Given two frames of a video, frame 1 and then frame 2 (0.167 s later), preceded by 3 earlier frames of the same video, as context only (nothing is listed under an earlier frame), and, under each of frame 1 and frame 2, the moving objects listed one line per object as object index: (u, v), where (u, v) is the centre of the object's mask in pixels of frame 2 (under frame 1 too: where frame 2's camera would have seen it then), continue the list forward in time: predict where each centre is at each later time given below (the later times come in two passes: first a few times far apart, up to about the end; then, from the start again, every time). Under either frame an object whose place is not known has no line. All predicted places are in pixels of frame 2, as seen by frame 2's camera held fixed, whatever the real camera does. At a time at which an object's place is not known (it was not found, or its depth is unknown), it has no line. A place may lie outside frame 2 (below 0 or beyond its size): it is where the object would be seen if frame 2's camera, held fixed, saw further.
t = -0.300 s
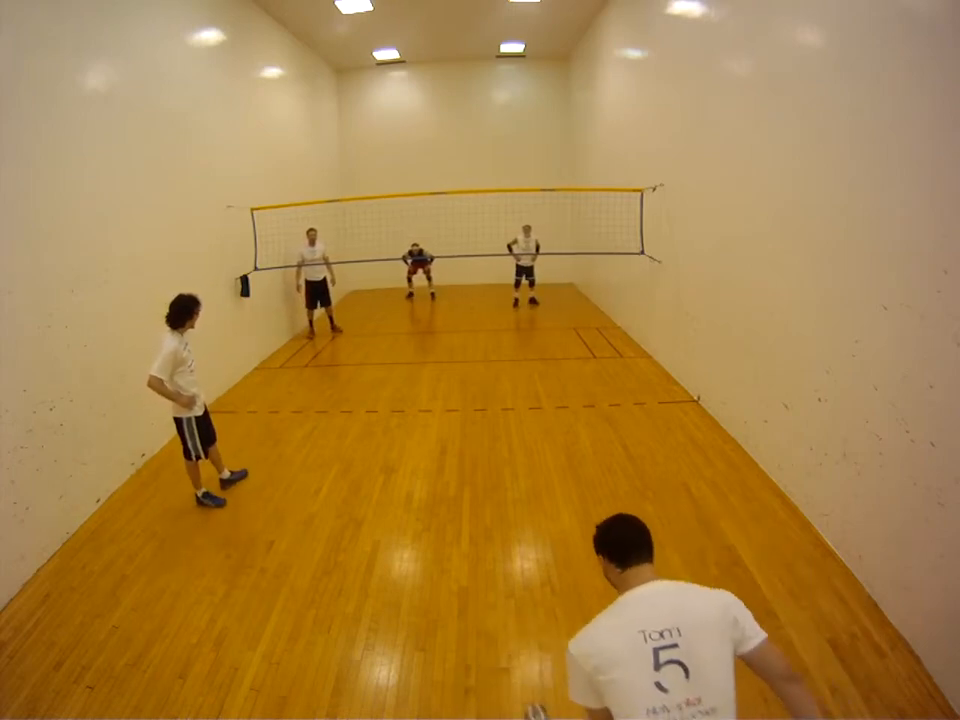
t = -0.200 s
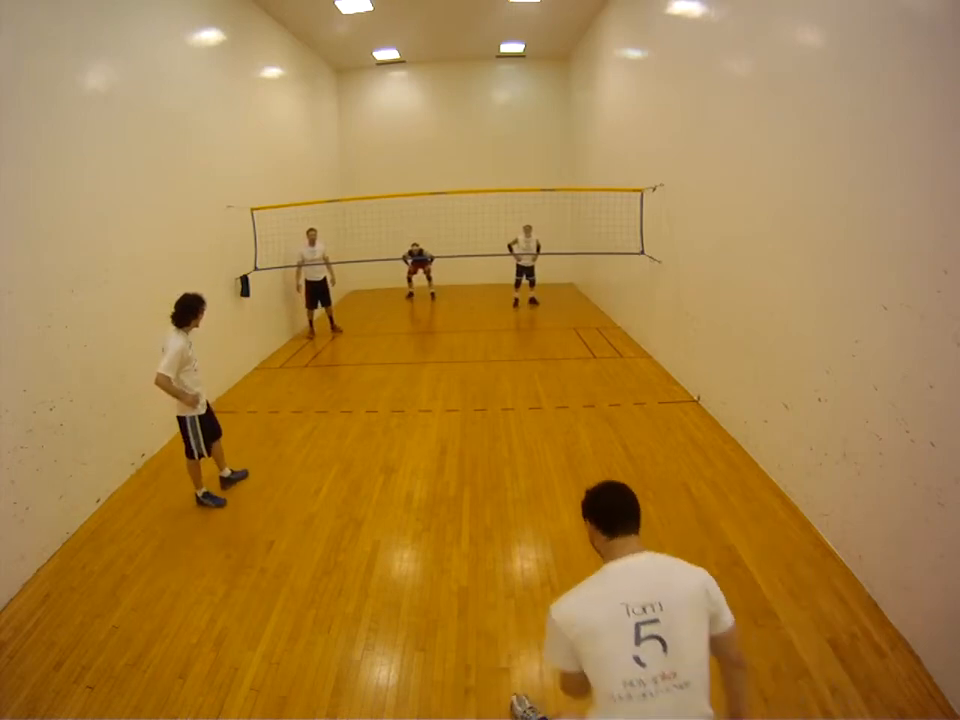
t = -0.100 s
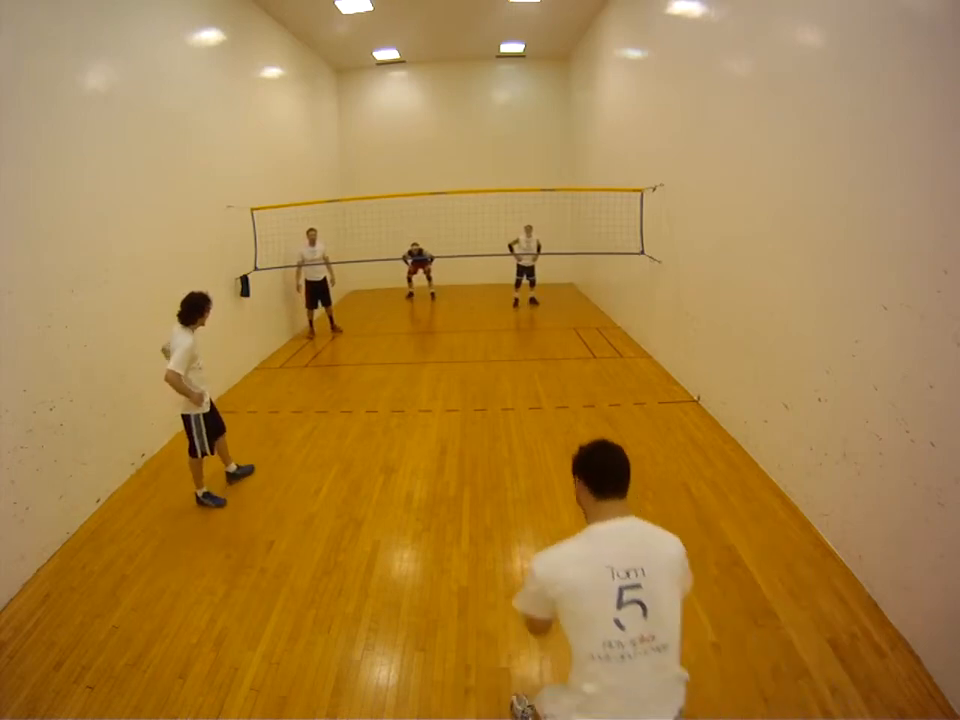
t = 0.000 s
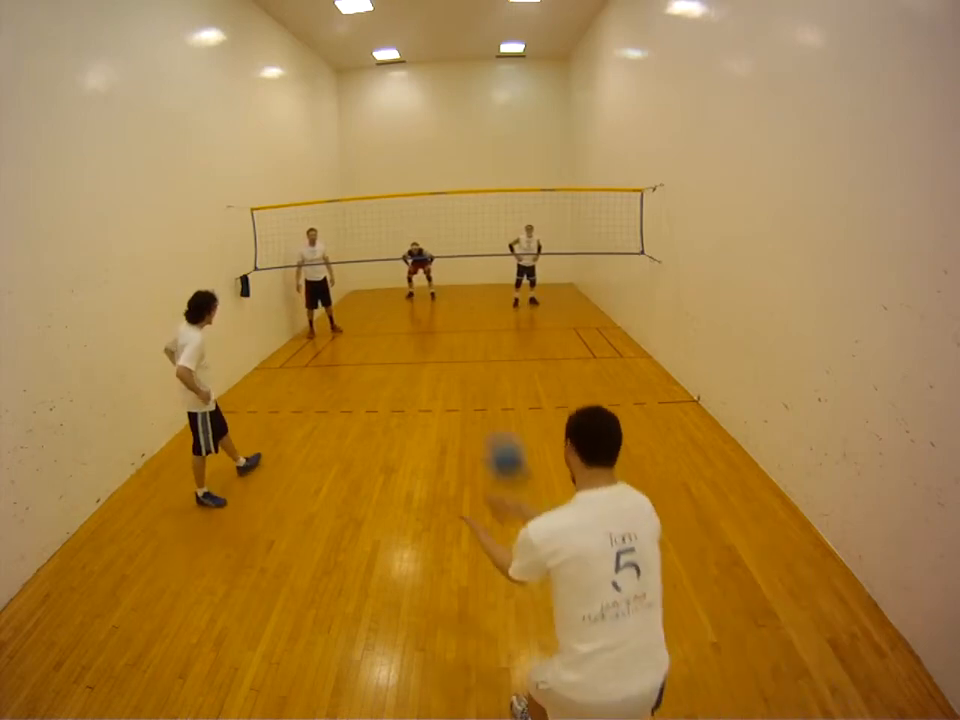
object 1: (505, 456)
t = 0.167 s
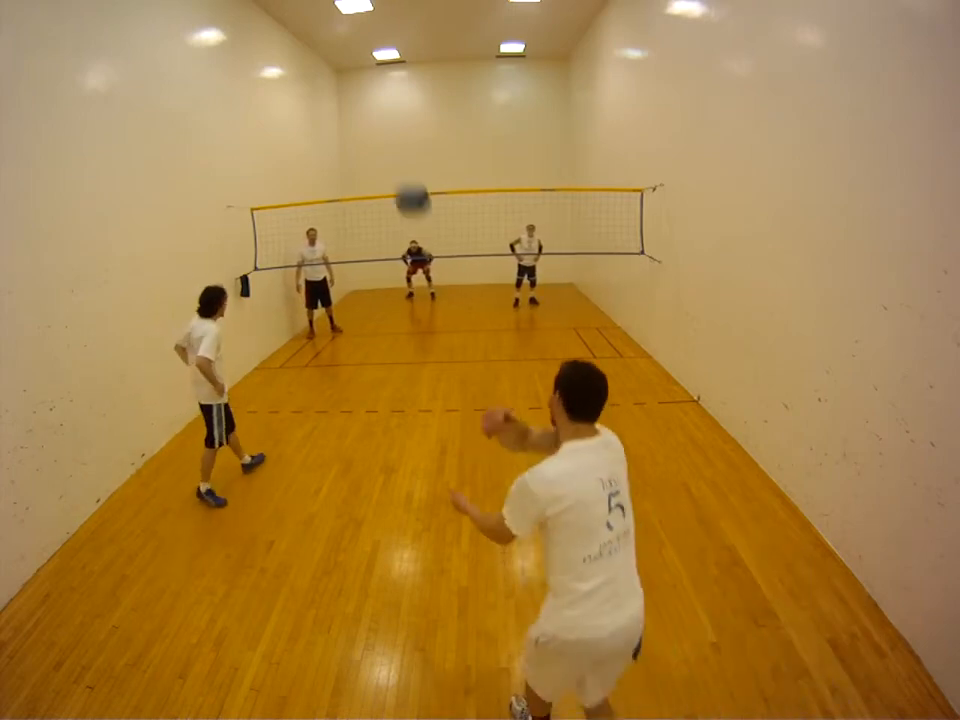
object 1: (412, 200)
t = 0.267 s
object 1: (383, 129)
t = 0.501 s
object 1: (353, 76)
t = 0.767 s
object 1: (340, 82)
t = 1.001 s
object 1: (336, 114)
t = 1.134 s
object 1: (336, 139)
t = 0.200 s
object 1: (400, 170)
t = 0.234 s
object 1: (391, 148)
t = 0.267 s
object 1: (383, 129)
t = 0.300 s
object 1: (377, 115)
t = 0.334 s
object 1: (371, 104)
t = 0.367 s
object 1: (365, 94)
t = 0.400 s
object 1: (362, 87)
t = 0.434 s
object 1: (358, 82)
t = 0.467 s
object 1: (355, 78)
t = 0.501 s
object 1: (353, 76)
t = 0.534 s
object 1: (350, 74)
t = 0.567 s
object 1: (348, 73)
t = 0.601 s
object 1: (346, 73)
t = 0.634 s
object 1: (345, 73)
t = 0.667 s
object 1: (343, 75)
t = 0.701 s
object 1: (342, 77)
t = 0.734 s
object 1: (341, 79)
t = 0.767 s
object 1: (340, 82)
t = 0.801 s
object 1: (339, 86)
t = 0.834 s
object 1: (338, 89)
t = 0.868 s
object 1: (338, 94)
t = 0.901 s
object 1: (337, 98)
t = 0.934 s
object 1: (337, 103)
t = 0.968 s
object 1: (337, 108)
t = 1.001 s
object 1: (336, 114)
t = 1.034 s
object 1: (336, 120)
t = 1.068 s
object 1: (336, 126)
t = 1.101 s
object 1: (336, 133)
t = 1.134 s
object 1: (336, 139)
